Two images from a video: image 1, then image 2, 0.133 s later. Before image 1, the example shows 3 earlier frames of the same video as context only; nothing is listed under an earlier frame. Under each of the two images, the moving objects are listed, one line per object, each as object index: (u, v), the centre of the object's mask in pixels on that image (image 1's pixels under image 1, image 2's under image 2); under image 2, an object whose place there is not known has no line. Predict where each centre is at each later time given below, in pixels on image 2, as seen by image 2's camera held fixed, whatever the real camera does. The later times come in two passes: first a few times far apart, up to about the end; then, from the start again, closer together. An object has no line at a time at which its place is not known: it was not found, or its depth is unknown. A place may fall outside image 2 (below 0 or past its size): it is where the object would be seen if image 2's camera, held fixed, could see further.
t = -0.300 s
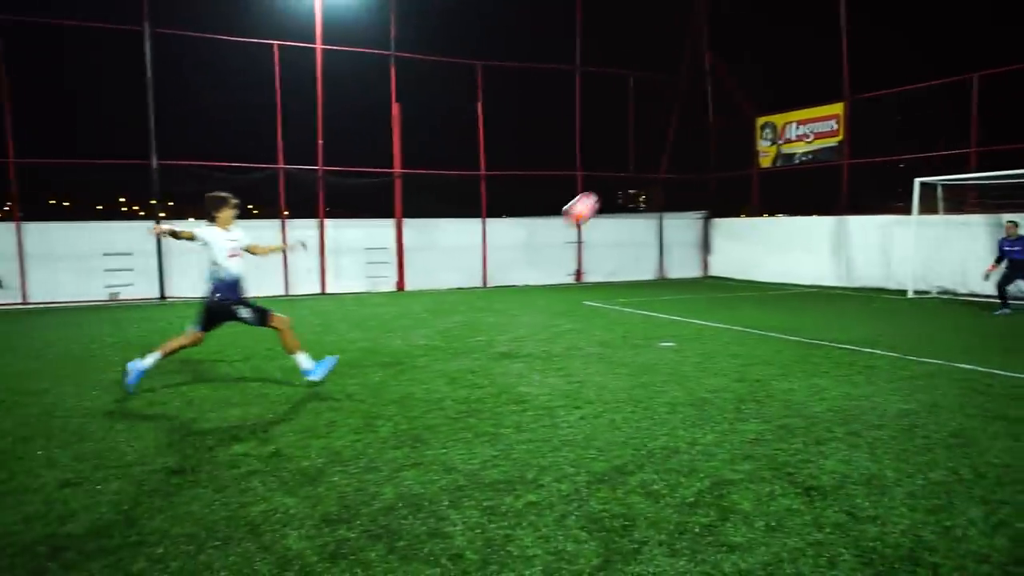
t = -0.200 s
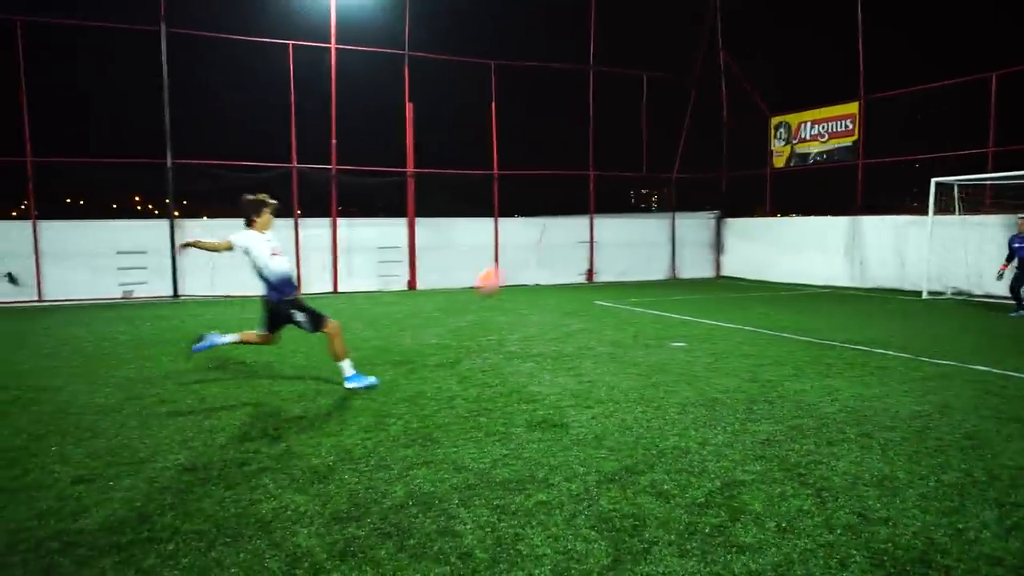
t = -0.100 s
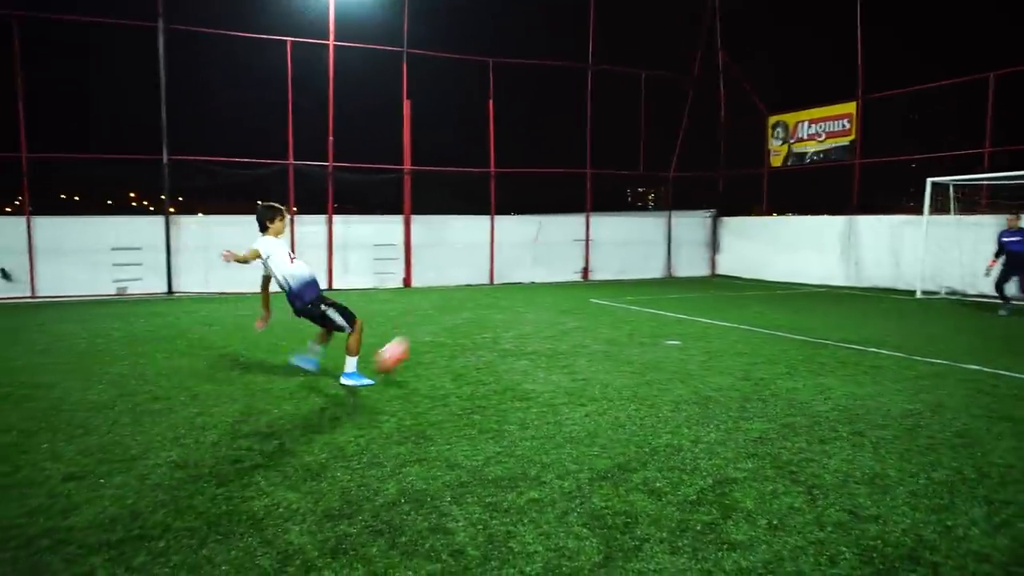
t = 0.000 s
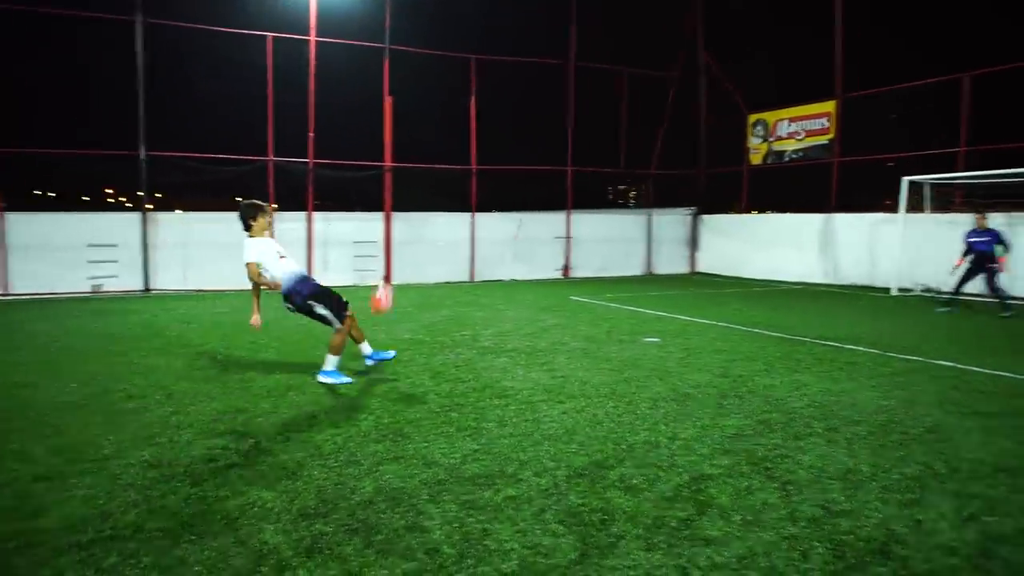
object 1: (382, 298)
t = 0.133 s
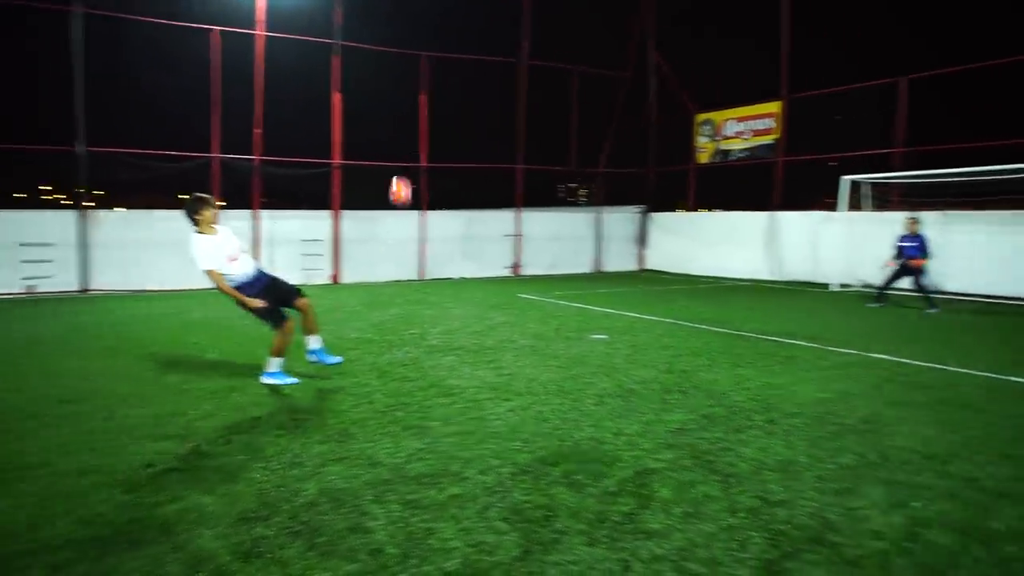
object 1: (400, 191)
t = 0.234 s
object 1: (448, 129)
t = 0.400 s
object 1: (519, 53)
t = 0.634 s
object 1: (606, 6)
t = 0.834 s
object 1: (672, 2)
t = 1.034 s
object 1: (729, 31)
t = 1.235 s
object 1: (779, 89)
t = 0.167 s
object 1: (416, 169)
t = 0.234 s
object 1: (448, 129)
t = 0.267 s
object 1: (462, 111)
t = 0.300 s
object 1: (477, 94)
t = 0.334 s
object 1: (491, 79)
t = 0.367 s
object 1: (505, 65)
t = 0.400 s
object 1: (519, 53)
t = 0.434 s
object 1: (532, 42)
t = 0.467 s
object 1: (545, 33)
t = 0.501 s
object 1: (558, 24)
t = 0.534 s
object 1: (571, 17)
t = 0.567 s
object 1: (583, 11)
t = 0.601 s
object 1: (595, 8)
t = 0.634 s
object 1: (606, 6)
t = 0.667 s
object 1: (618, 4)
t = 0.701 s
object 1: (629, 3)
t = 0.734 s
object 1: (641, 2)
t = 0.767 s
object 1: (652, 2)
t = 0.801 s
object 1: (662, 2)
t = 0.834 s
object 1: (672, 2)
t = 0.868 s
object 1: (682, 3)
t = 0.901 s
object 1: (692, 7)
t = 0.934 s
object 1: (701, 12)
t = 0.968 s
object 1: (710, 18)
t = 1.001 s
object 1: (720, 24)
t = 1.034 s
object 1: (729, 31)
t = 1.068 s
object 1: (737, 39)
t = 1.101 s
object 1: (745, 48)
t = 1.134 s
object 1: (754, 57)
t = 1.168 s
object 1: (762, 67)
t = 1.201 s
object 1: (771, 77)
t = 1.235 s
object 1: (779, 89)
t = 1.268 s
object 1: (786, 101)
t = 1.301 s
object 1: (794, 114)
